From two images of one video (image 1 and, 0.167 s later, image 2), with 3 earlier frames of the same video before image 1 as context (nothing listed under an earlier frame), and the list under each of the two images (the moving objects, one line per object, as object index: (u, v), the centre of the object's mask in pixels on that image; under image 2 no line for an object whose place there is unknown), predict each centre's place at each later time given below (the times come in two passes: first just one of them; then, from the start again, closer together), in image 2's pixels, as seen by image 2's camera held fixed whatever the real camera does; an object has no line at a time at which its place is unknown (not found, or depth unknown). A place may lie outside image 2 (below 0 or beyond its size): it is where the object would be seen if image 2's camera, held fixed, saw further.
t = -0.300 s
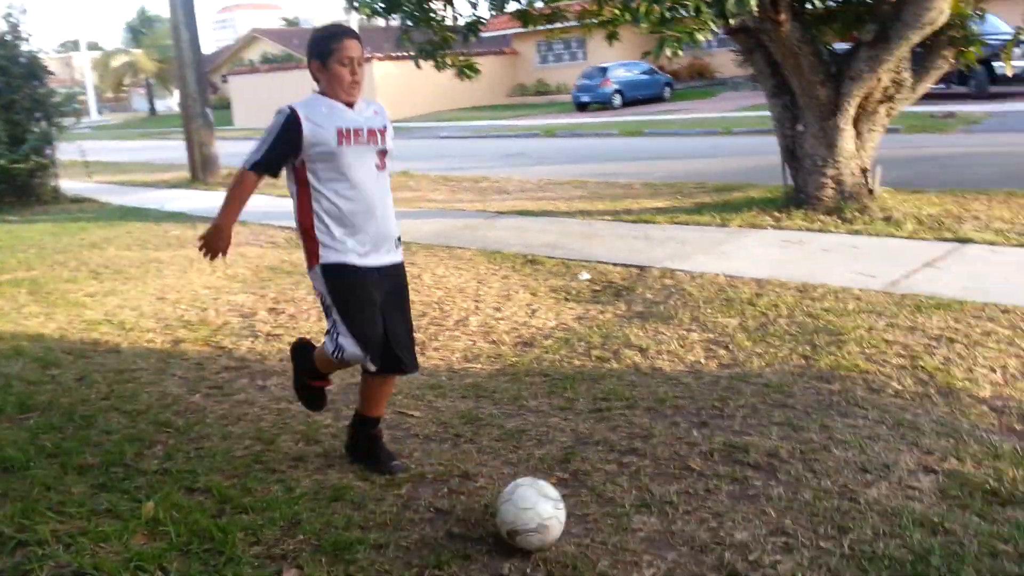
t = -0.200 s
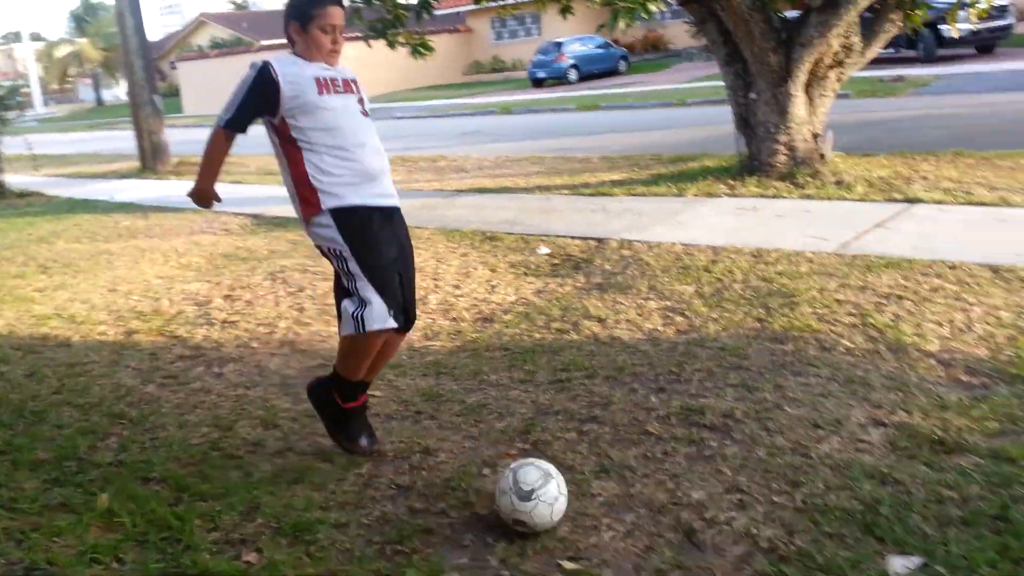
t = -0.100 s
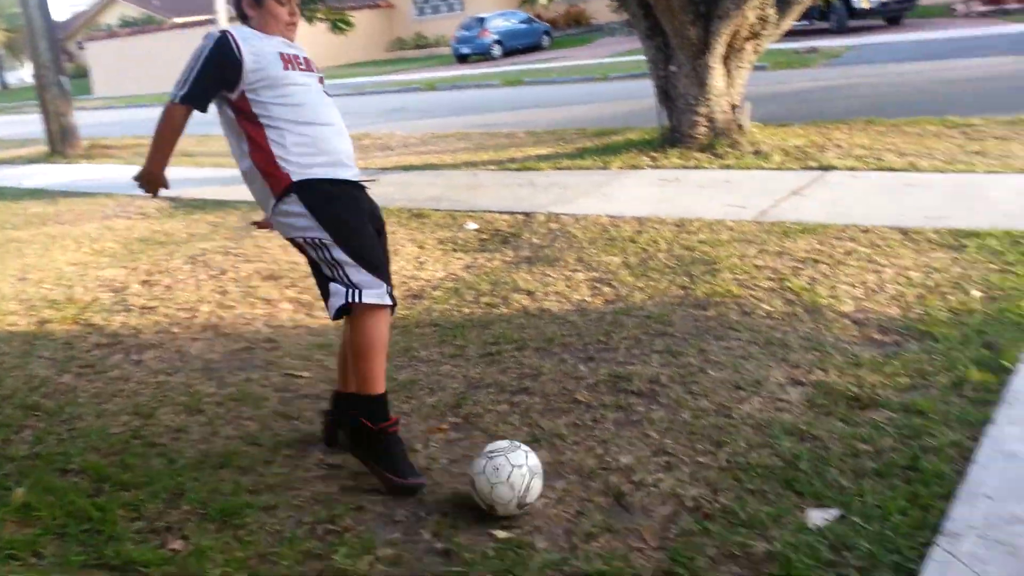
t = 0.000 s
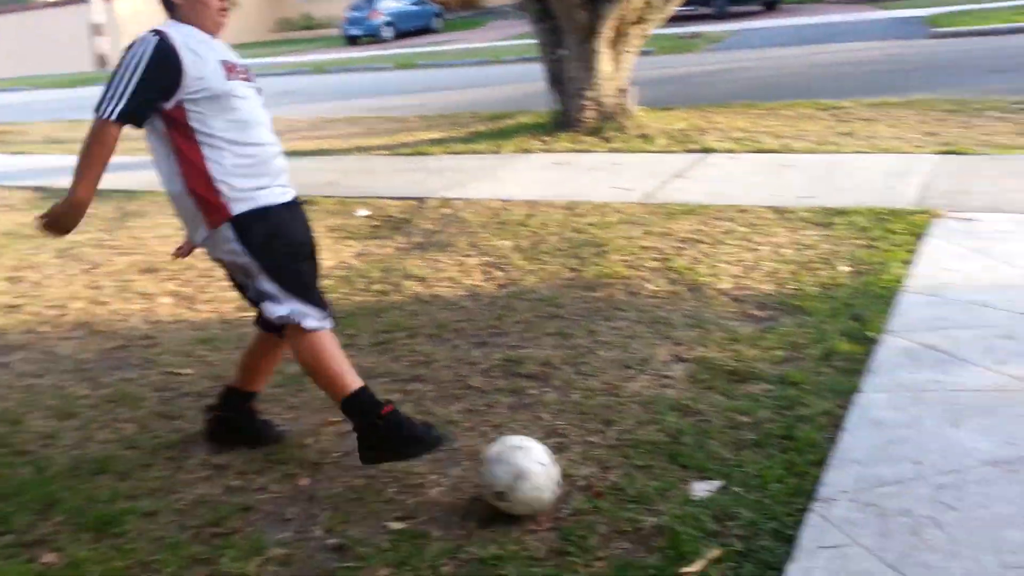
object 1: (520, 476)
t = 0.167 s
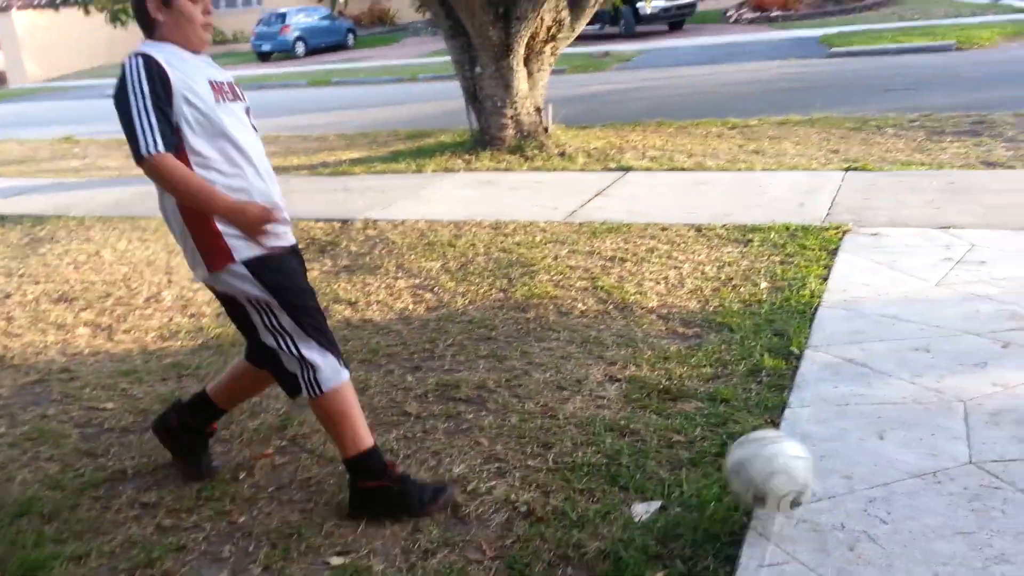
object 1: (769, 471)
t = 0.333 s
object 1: (969, 342)
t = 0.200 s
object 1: (807, 441)
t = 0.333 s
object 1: (969, 342)
